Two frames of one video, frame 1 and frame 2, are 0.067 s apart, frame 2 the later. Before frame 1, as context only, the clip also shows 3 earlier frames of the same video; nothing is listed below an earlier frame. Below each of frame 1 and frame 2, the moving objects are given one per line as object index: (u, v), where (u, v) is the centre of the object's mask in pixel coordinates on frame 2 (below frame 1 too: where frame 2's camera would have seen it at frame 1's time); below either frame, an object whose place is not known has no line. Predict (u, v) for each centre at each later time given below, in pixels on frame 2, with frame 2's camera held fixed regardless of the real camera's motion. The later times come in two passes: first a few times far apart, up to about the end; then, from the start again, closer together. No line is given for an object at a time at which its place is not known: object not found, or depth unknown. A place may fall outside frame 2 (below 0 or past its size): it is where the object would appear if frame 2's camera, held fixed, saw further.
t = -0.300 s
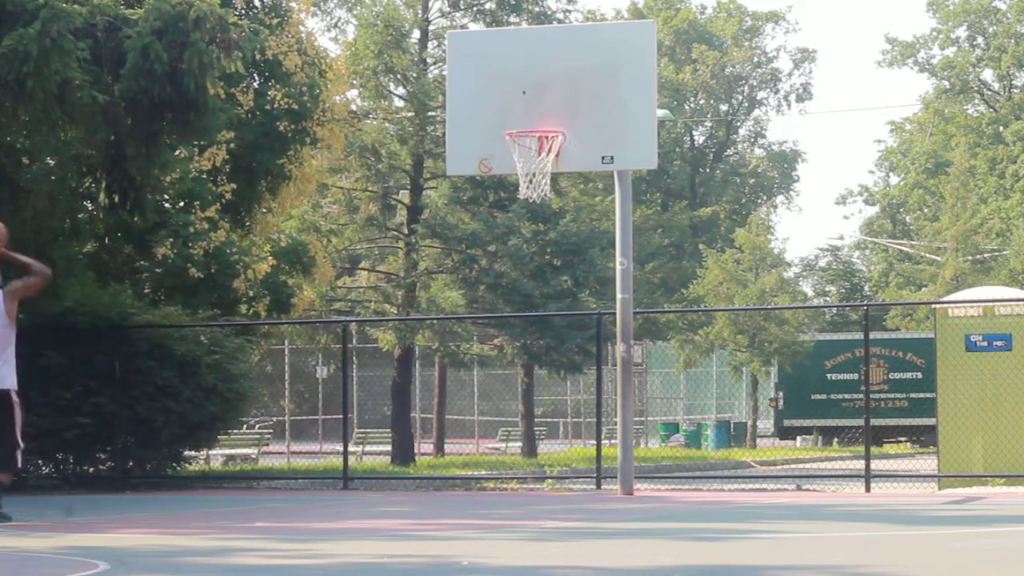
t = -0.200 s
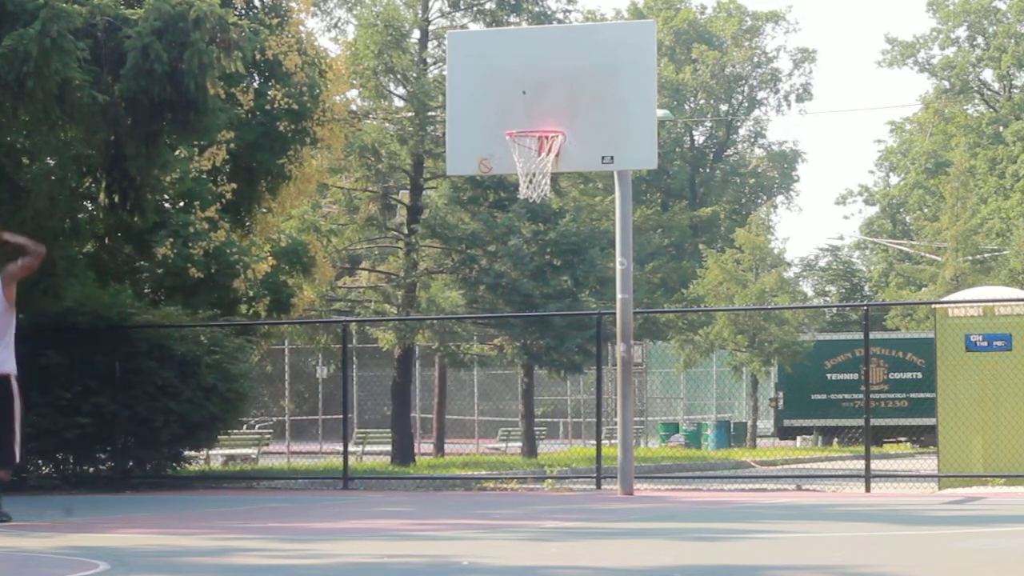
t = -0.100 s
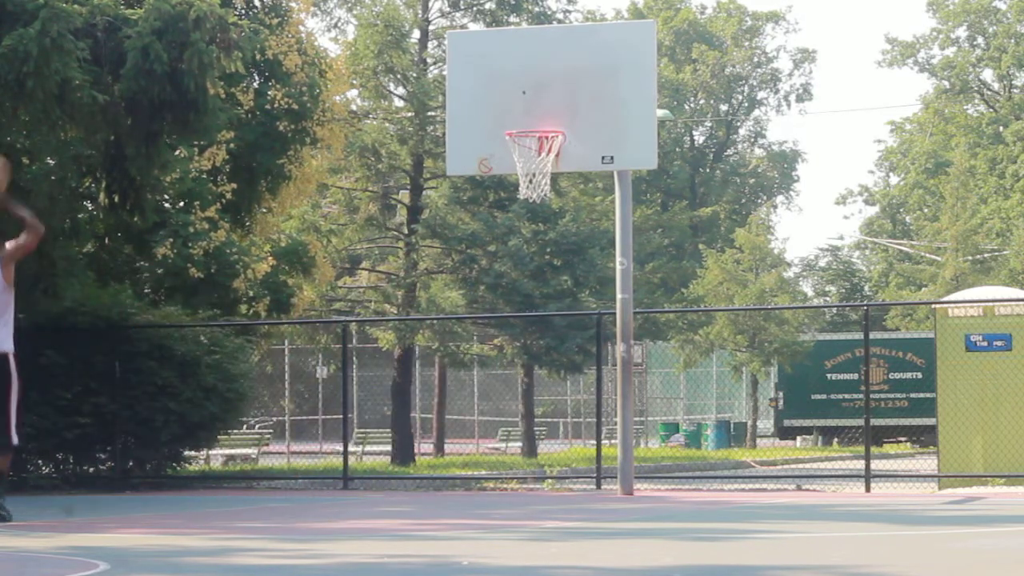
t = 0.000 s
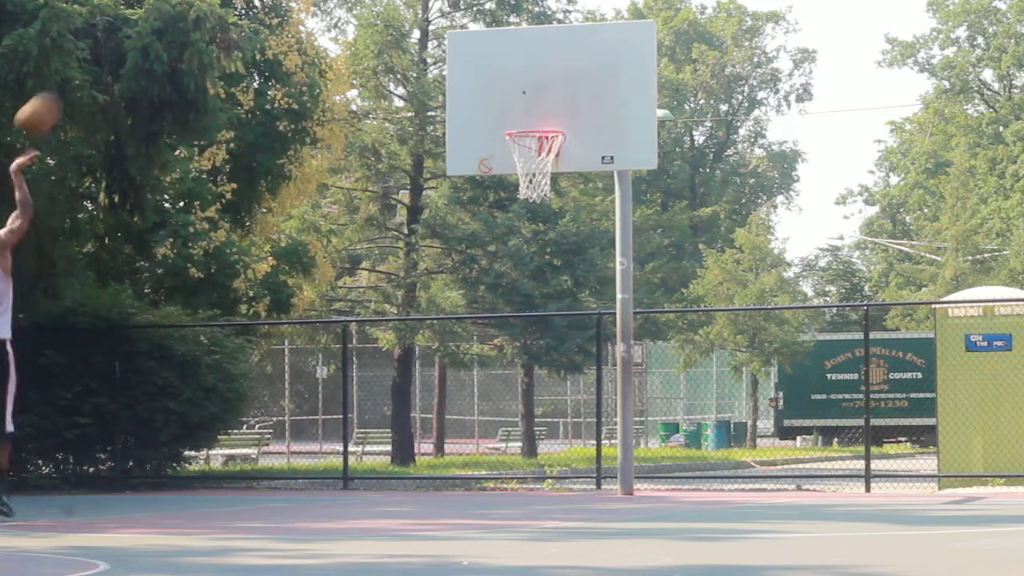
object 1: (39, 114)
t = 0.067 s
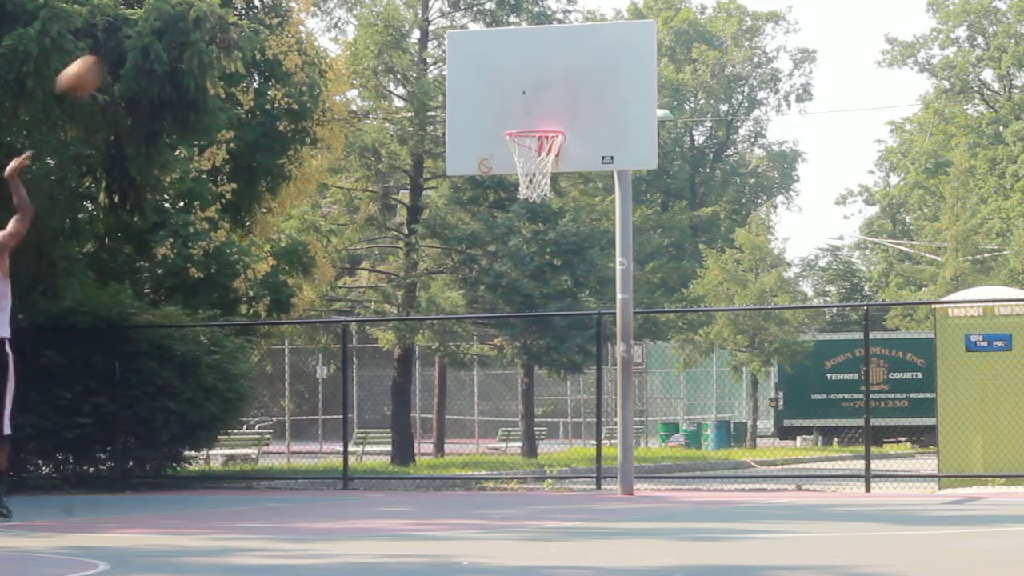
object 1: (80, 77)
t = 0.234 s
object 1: (180, 15)
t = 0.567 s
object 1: (362, 5)
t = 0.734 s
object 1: (445, 38)
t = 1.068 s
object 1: (534, 204)
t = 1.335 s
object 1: (500, 390)
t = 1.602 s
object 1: (461, 380)
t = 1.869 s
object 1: (412, 265)
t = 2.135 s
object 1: (359, 232)
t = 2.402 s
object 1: (304, 289)
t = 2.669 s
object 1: (249, 450)
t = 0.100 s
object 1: (101, 61)
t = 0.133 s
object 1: (120, 47)
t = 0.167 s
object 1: (143, 34)
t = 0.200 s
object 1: (163, 23)
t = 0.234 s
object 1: (180, 15)
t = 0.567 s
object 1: (362, 5)
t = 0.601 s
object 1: (380, 7)
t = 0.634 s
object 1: (396, 10)
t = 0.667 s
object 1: (412, 16)
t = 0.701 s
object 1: (430, 27)
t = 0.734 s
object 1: (445, 38)
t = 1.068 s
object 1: (534, 204)
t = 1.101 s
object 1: (530, 215)
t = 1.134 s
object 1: (526, 237)
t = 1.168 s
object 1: (522, 261)
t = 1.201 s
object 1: (518, 284)
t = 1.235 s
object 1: (514, 308)
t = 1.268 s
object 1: (510, 334)
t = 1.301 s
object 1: (505, 362)
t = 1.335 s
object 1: (500, 390)
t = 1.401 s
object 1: (496, 458)
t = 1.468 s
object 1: (487, 471)
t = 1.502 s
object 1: (480, 443)
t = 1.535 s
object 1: (473, 421)
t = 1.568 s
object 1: (466, 399)
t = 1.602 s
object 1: (461, 380)
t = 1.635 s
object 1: (455, 360)
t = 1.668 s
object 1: (448, 343)
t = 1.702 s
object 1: (443, 329)
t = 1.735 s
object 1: (436, 313)
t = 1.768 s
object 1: (431, 299)
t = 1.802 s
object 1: (424, 286)
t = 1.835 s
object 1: (418, 274)
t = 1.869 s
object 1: (412, 265)
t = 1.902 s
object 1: (407, 258)
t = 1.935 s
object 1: (398, 248)
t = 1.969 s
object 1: (393, 243)
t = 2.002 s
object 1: (386, 238)
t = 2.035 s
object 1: (380, 235)
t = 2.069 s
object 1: (372, 233)
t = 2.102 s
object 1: (368, 233)
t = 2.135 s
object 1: (359, 232)
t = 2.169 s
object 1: (353, 235)
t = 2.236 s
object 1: (339, 243)
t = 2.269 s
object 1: (333, 250)
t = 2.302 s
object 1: (326, 258)
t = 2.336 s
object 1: (317, 268)
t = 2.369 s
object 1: (311, 277)
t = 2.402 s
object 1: (304, 289)
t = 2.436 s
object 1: (295, 303)
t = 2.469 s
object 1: (291, 320)
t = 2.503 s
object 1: (282, 337)
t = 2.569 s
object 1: (270, 374)
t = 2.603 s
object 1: (263, 394)
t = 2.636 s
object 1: (256, 415)
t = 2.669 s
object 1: (249, 450)
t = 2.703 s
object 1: (241, 475)
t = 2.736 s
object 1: (234, 493)
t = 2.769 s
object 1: (229, 477)
